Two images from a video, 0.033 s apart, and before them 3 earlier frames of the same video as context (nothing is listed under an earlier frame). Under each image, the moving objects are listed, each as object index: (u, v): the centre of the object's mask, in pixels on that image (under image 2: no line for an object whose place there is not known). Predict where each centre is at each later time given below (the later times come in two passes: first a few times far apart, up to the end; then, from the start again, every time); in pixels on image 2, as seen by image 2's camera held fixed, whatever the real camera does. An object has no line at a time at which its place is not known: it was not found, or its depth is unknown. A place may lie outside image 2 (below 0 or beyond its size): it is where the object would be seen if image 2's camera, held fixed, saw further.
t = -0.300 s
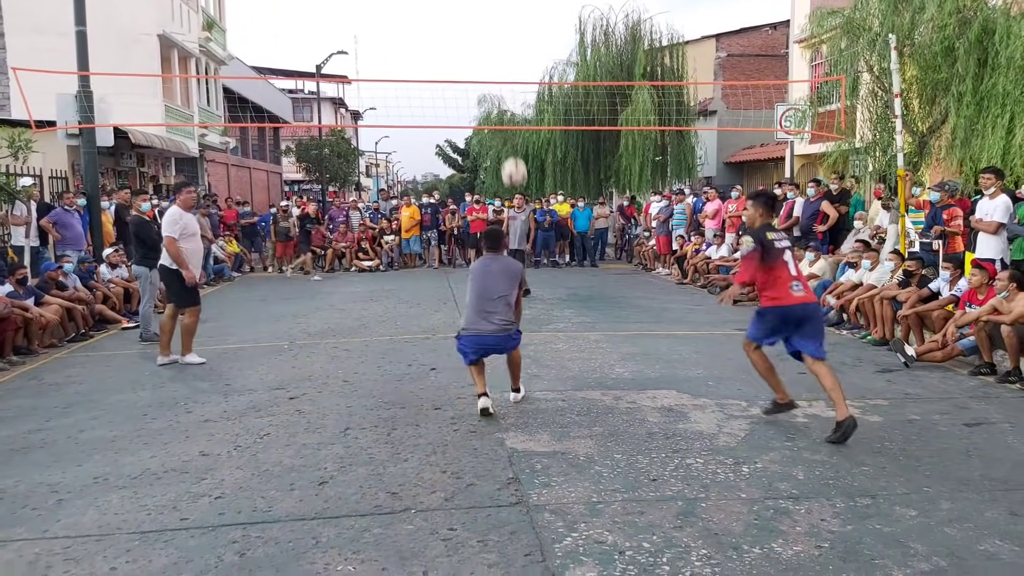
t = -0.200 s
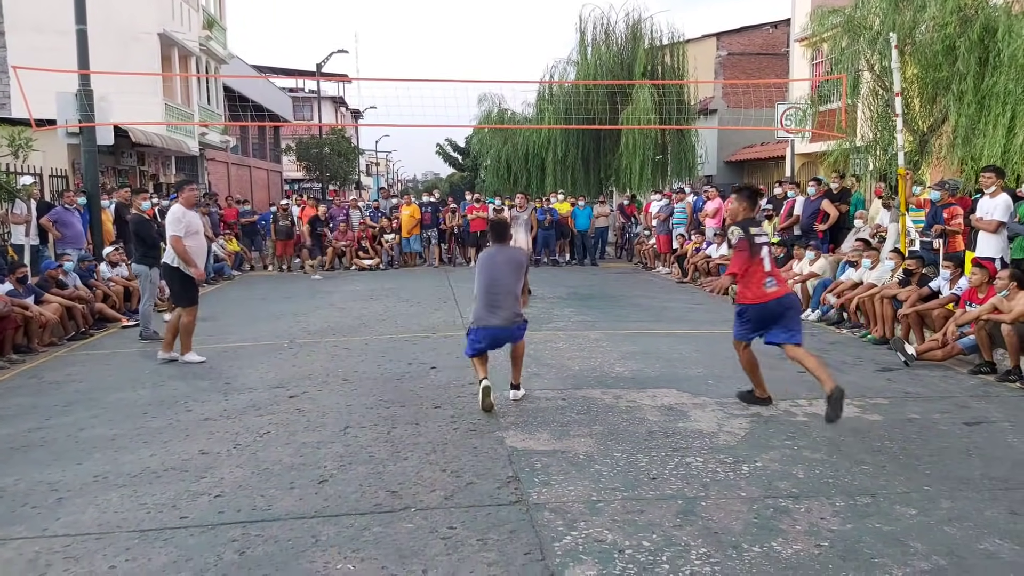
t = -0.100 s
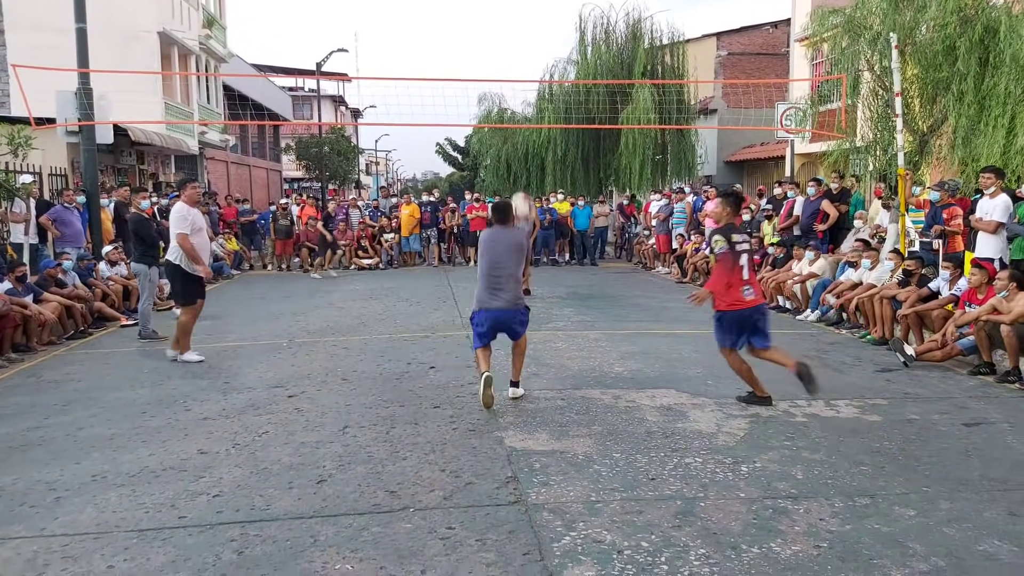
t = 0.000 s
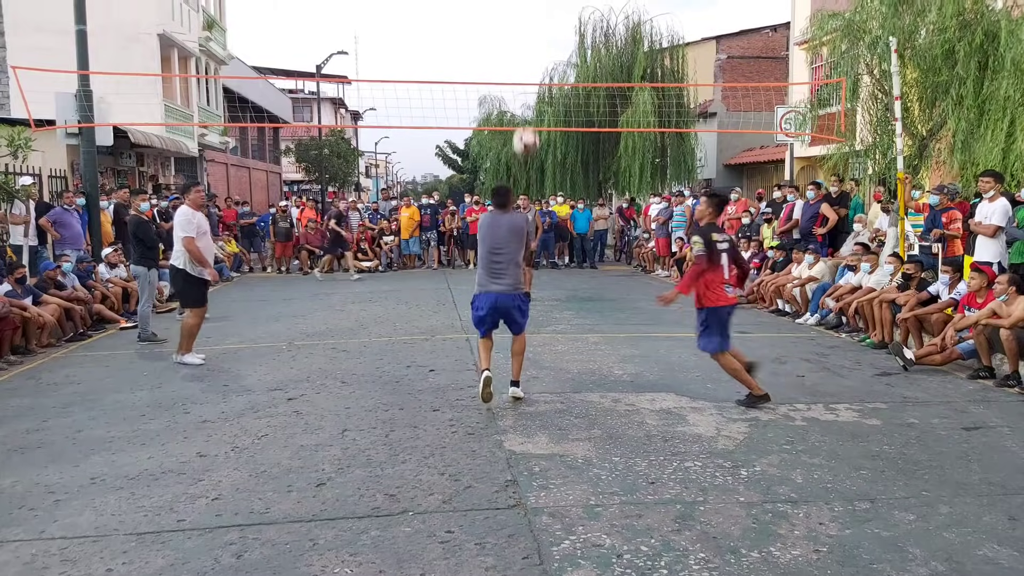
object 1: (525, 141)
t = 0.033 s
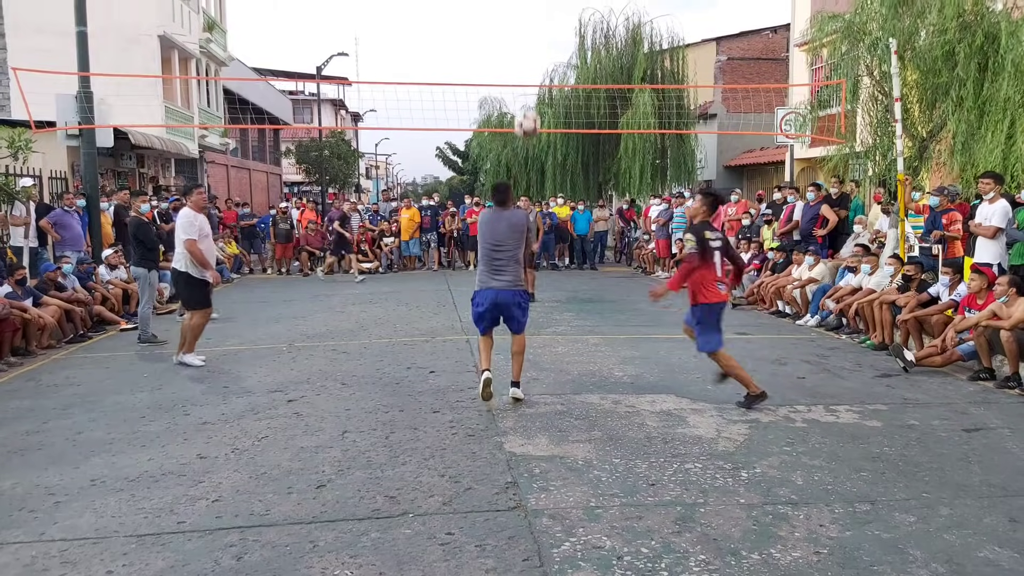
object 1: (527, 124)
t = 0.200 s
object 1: (533, 43)
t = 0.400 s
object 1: (539, -8)
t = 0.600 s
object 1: (544, -12)
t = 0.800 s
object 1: (551, 28)
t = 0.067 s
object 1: (529, 105)
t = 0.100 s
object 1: (530, 87)
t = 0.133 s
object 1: (531, 70)
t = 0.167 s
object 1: (532, 55)
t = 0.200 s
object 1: (533, 43)
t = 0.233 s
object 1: (534, 31)
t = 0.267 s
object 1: (535, 20)
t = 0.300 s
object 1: (536, 11)
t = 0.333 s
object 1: (537, 3)
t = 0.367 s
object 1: (538, -3)
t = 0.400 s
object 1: (539, -8)
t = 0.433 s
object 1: (540, -13)
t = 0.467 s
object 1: (541, -15)
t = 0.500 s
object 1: (542, -16)
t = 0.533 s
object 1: (543, -16)
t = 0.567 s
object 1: (544, -15)
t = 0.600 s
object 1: (544, -12)
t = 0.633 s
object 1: (545, -8)
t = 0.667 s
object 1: (547, -3)
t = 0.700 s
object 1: (549, 3)
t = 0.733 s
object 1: (549, 10)
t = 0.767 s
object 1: (550, 18)
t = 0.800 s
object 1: (551, 28)
